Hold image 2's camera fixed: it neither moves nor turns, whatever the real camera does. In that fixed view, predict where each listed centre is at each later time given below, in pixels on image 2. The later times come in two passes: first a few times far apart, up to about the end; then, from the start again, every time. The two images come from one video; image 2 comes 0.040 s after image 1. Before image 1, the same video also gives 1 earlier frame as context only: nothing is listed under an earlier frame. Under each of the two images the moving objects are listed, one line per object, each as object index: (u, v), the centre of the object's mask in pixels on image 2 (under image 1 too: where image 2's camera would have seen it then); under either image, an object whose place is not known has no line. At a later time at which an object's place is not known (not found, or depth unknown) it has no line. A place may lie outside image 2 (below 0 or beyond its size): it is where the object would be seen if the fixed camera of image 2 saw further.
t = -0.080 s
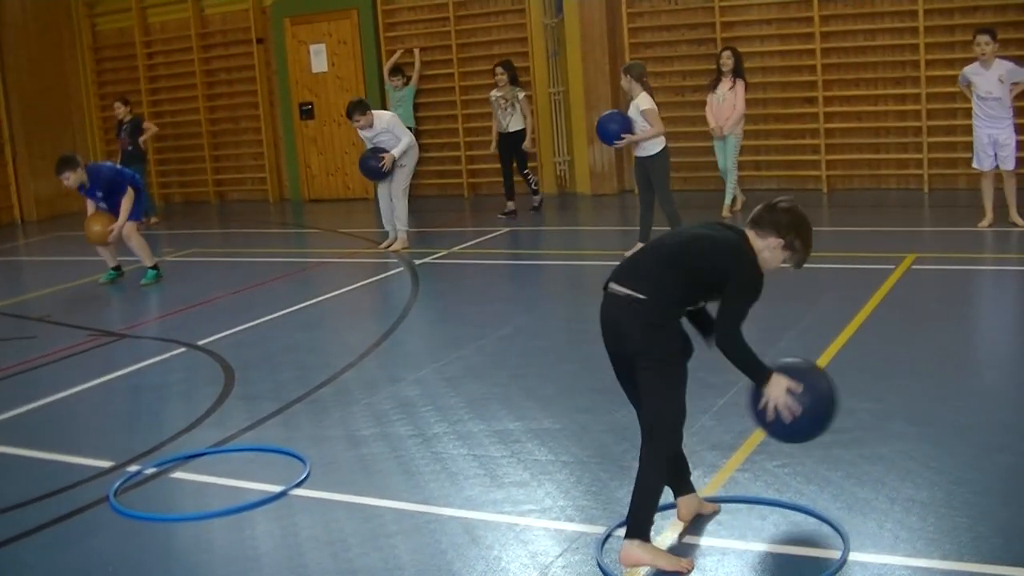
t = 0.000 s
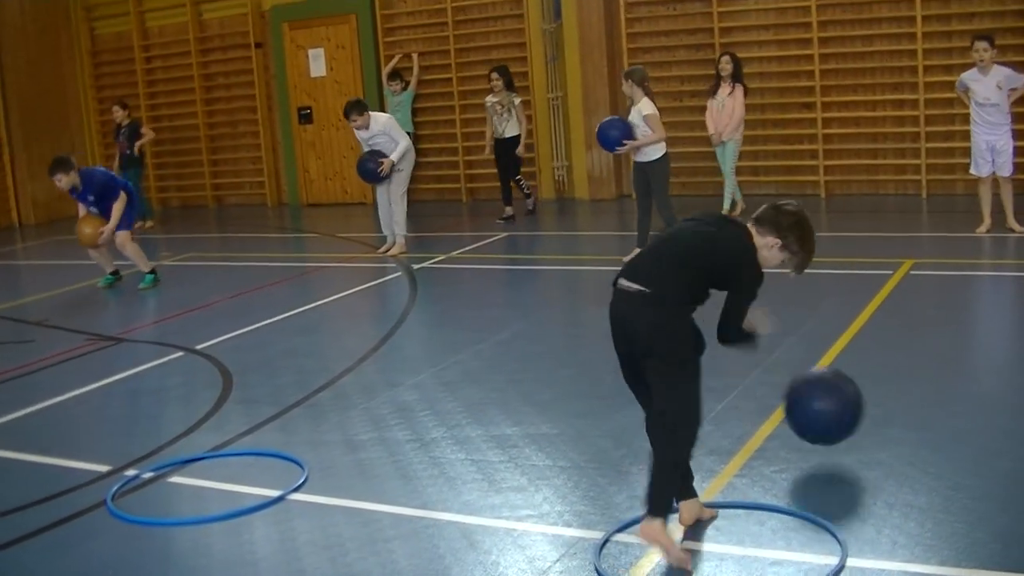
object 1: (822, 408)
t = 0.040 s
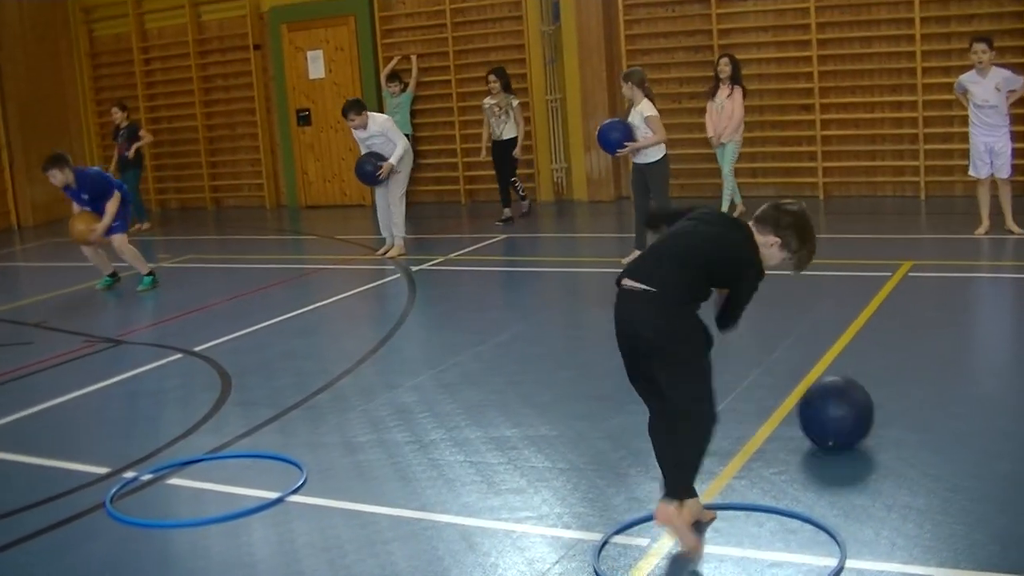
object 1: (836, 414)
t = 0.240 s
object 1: (866, 333)
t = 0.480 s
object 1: (894, 309)
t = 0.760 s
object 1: (915, 276)
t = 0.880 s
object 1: (922, 267)
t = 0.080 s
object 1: (844, 394)
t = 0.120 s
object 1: (850, 372)
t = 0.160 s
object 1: (855, 354)
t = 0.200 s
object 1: (861, 341)
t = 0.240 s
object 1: (866, 333)
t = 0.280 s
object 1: (871, 328)
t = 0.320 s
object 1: (876, 327)
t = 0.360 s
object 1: (881, 330)
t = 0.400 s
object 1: (886, 335)
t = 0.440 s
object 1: (890, 321)
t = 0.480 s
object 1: (894, 309)
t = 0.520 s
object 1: (897, 299)
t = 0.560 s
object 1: (900, 294)
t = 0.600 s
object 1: (903, 292)
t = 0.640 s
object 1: (906, 293)
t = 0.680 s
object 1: (909, 296)
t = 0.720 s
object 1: (912, 286)
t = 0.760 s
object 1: (915, 276)
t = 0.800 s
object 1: (918, 271)
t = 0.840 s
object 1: (920, 268)
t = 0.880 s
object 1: (922, 267)
